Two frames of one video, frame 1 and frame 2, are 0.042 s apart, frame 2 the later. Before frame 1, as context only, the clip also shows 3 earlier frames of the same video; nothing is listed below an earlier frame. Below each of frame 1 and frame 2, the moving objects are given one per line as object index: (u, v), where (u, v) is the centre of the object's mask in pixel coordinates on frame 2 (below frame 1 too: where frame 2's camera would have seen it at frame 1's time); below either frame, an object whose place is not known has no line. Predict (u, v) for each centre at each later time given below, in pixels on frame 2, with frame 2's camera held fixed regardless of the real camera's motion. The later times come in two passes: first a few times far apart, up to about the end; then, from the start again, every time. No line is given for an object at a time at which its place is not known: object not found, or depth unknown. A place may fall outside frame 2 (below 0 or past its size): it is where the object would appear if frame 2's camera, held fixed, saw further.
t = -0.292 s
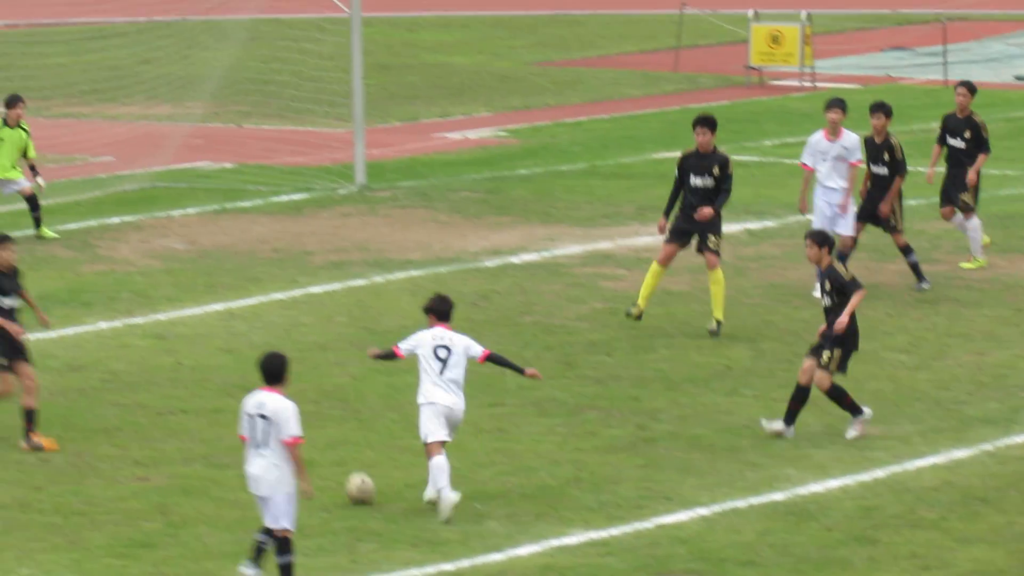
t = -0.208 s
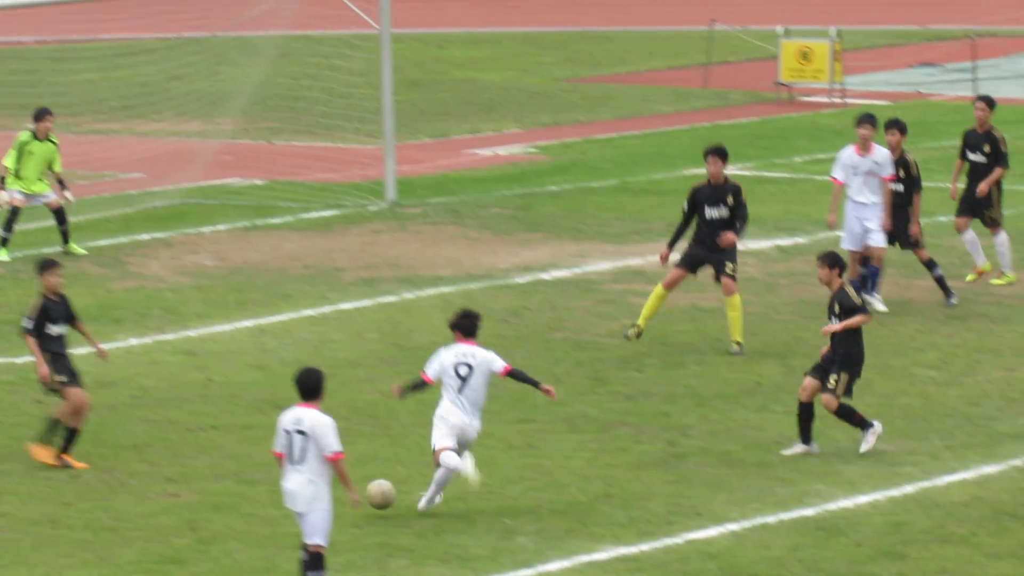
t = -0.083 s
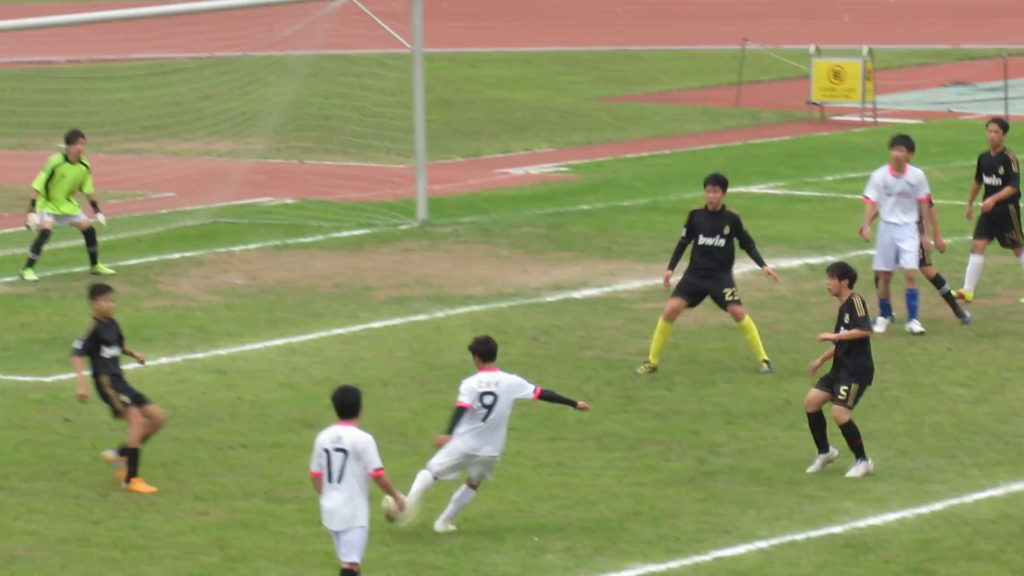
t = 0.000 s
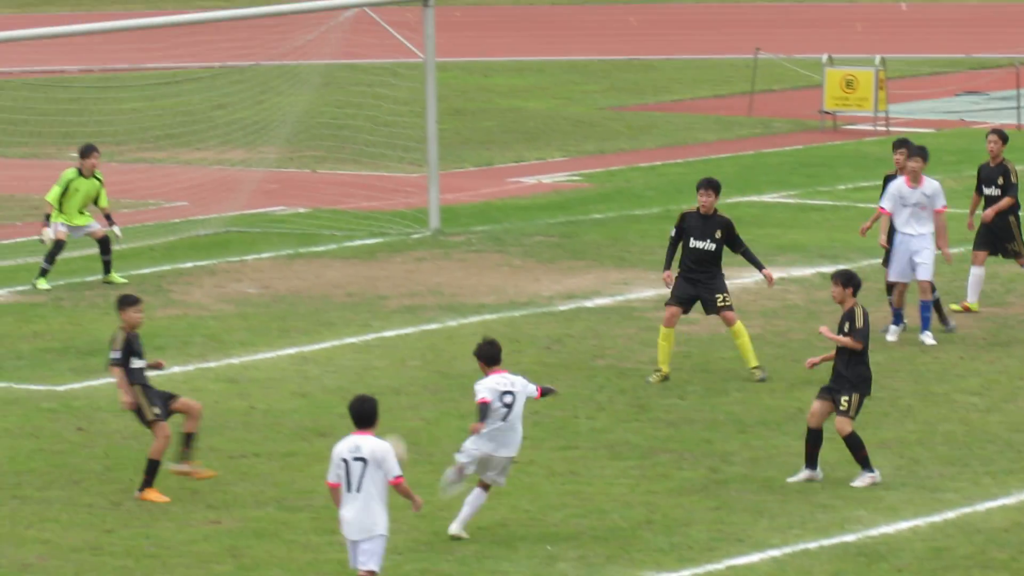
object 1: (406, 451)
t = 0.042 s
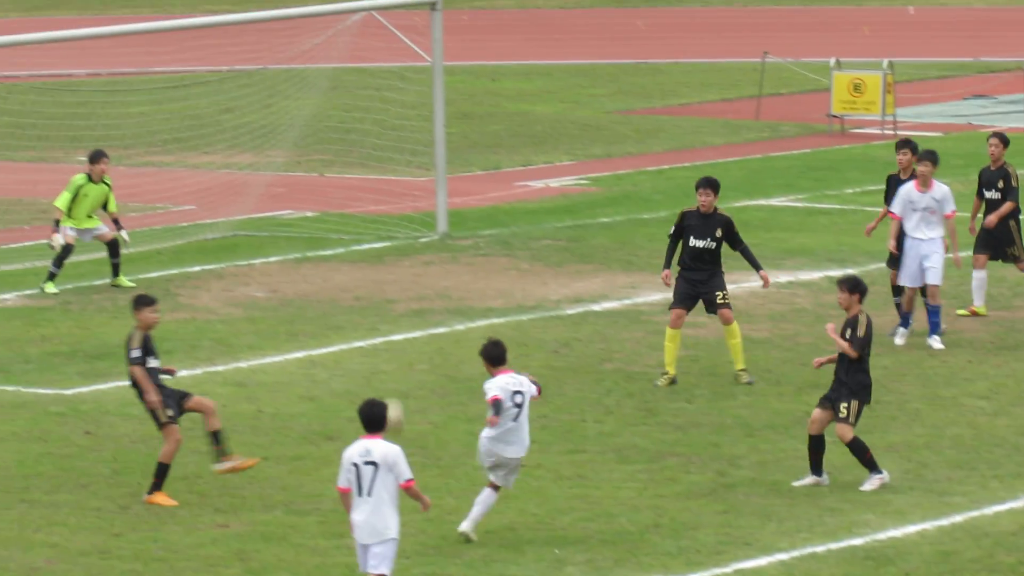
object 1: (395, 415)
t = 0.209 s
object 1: (337, 287)
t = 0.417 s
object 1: (250, 184)
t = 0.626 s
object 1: (152, 137)
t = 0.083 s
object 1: (379, 377)
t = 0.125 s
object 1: (365, 345)
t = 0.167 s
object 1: (352, 314)
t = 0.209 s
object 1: (337, 287)
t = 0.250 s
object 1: (322, 262)
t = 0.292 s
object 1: (305, 238)
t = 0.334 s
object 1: (287, 218)
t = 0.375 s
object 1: (268, 200)
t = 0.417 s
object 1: (250, 184)
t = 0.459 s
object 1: (231, 171)
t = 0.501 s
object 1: (212, 160)
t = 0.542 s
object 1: (193, 151)
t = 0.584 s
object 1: (173, 143)
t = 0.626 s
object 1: (152, 137)
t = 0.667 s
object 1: (130, 133)
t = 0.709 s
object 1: (109, 131)
